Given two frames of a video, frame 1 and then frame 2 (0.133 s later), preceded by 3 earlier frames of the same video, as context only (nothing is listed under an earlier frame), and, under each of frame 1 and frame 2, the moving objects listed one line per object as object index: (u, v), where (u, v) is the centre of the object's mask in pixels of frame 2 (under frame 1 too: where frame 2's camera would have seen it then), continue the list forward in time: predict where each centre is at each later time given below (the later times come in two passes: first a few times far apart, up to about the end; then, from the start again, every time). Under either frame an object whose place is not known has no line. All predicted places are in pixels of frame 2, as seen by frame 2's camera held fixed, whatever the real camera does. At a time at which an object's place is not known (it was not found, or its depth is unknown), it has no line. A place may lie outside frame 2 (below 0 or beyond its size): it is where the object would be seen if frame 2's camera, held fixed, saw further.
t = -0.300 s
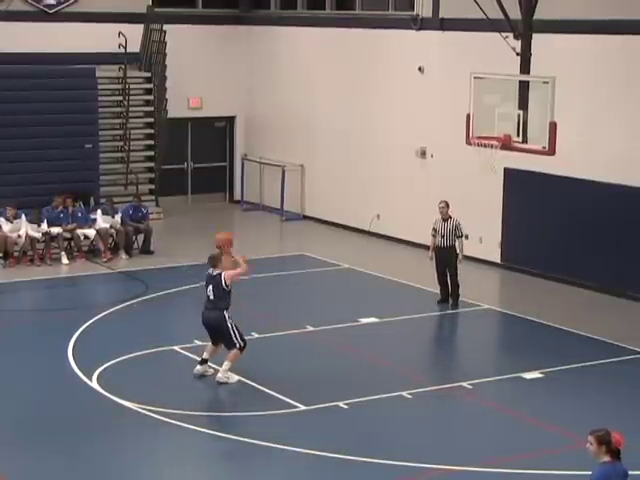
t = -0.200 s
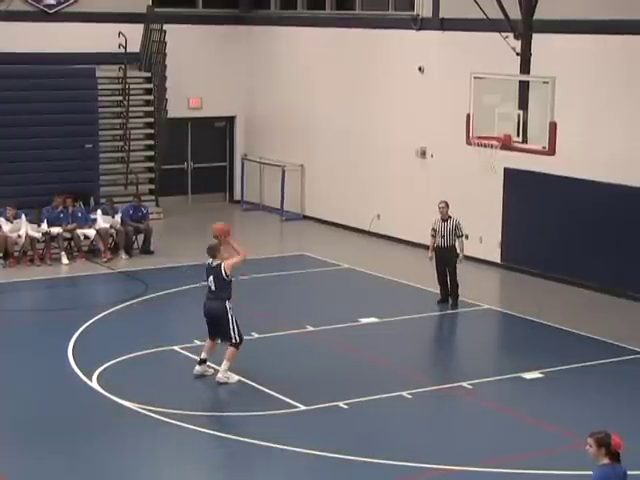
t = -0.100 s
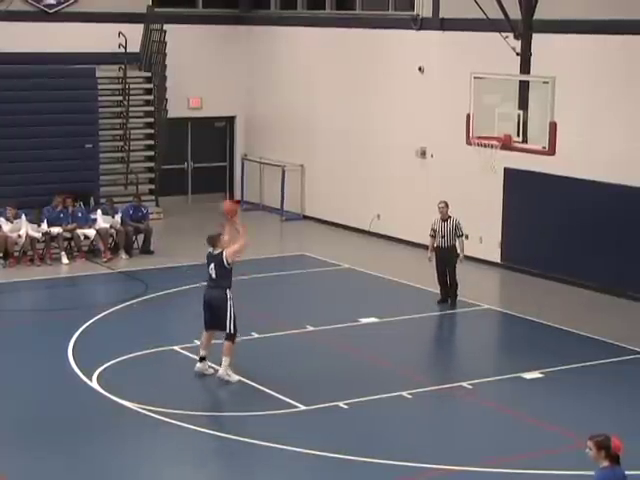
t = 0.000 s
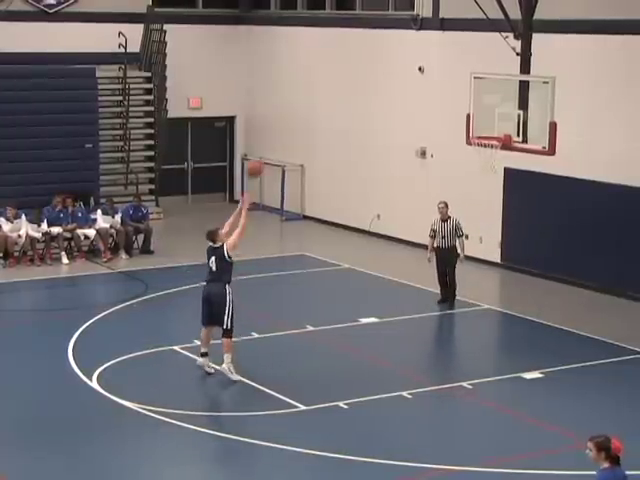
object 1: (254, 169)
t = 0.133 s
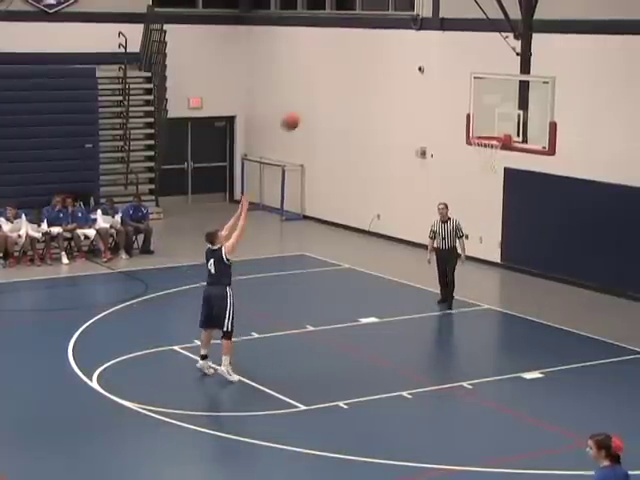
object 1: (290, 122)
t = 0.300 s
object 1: (334, 82)
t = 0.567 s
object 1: (401, 61)
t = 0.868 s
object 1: (470, 94)
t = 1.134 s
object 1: (503, 101)
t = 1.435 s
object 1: (498, 84)
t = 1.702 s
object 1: (493, 120)
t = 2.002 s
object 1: (486, 117)
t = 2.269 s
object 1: (485, 118)
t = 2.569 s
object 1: (487, 144)
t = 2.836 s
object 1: (481, 186)
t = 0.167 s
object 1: (299, 112)
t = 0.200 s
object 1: (308, 104)
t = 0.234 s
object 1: (317, 95)
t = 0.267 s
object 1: (325, 88)
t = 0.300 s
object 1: (334, 82)
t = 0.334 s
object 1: (343, 76)
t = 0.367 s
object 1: (351, 72)
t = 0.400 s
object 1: (360, 68)
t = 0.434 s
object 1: (368, 65)
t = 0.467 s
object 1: (376, 63)
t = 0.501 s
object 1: (385, 62)
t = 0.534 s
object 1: (393, 61)
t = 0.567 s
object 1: (401, 61)
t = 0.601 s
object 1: (409, 62)
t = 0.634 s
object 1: (417, 63)
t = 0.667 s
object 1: (424, 66)
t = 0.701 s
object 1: (432, 68)
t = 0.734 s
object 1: (440, 72)
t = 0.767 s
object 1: (448, 77)
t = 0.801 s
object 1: (455, 82)
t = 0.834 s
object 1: (462, 88)
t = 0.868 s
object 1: (470, 94)
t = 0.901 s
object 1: (477, 103)
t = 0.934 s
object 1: (484, 110)
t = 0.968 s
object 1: (491, 118)
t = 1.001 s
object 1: (498, 127)
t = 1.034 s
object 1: (501, 124)
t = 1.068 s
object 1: (503, 114)
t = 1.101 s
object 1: (504, 107)
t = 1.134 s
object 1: (503, 101)
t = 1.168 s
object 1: (503, 96)
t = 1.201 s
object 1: (503, 92)
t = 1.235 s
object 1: (502, 89)
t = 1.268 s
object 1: (501, 87)
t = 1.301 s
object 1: (501, 84)
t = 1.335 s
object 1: (500, 83)
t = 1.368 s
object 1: (500, 83)
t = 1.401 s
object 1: (499, 83)
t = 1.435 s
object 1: (498, 84)
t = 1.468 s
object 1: (498, 87)
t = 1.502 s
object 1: (497, 89)
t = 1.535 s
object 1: (496, 92)
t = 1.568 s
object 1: (496, 96)
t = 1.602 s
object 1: (495, 102)
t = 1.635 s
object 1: (494, 107)
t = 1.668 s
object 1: (493, 113)
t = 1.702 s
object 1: (493, 120)
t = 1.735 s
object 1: (492, 127)
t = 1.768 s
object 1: (491, 132)
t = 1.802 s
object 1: (490, 131)
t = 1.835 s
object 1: (488, 131)
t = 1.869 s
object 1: (487, 131)
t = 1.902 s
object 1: (486, 129)
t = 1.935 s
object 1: (486, 124)
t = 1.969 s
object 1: (486, 120)
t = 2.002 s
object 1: (486, 117)
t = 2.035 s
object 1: (486, 114)
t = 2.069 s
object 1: (486, 112)
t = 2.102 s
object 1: (486, 112)
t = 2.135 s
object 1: (486, 112)
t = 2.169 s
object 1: (485, 112)
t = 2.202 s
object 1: (485, 113)
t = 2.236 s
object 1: (485, 115)
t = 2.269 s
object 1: (485, 118)
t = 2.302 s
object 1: (484, 121)
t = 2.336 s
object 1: (484, 125)
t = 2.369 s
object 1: (484, 130)
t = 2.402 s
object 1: (484, 134)
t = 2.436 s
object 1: (485, 134)
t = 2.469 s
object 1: (486, 136)
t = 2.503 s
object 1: (488, 138)
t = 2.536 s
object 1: (488, 140)
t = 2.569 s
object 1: (487, 144)
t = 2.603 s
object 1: (487, 146)
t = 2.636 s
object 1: (486, 150)
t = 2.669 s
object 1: (486, 154)
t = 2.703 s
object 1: (485, 160)
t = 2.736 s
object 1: (484, 166)
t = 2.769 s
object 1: (483, 172)
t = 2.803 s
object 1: (482, 178)
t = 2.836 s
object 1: (481, 186)
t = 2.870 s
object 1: (479, 194)
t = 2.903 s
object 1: (478, 203)
